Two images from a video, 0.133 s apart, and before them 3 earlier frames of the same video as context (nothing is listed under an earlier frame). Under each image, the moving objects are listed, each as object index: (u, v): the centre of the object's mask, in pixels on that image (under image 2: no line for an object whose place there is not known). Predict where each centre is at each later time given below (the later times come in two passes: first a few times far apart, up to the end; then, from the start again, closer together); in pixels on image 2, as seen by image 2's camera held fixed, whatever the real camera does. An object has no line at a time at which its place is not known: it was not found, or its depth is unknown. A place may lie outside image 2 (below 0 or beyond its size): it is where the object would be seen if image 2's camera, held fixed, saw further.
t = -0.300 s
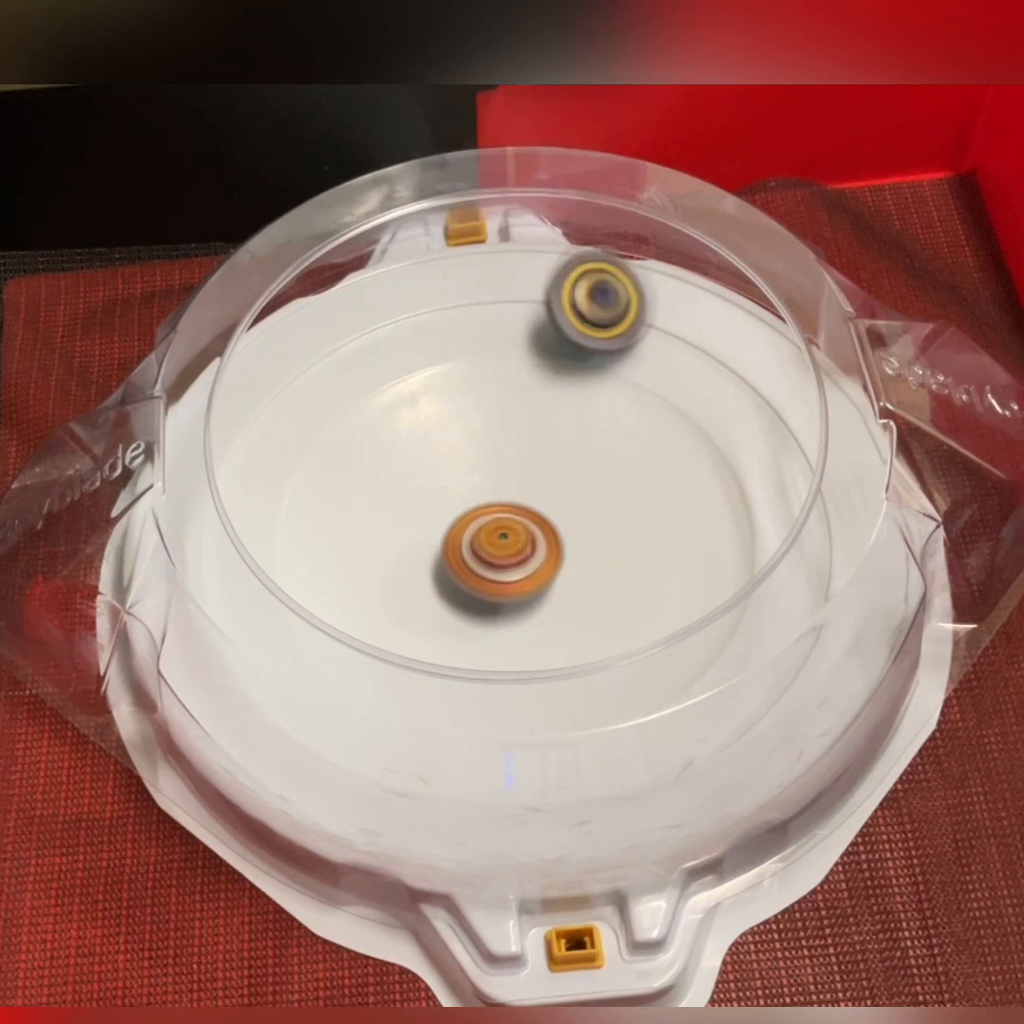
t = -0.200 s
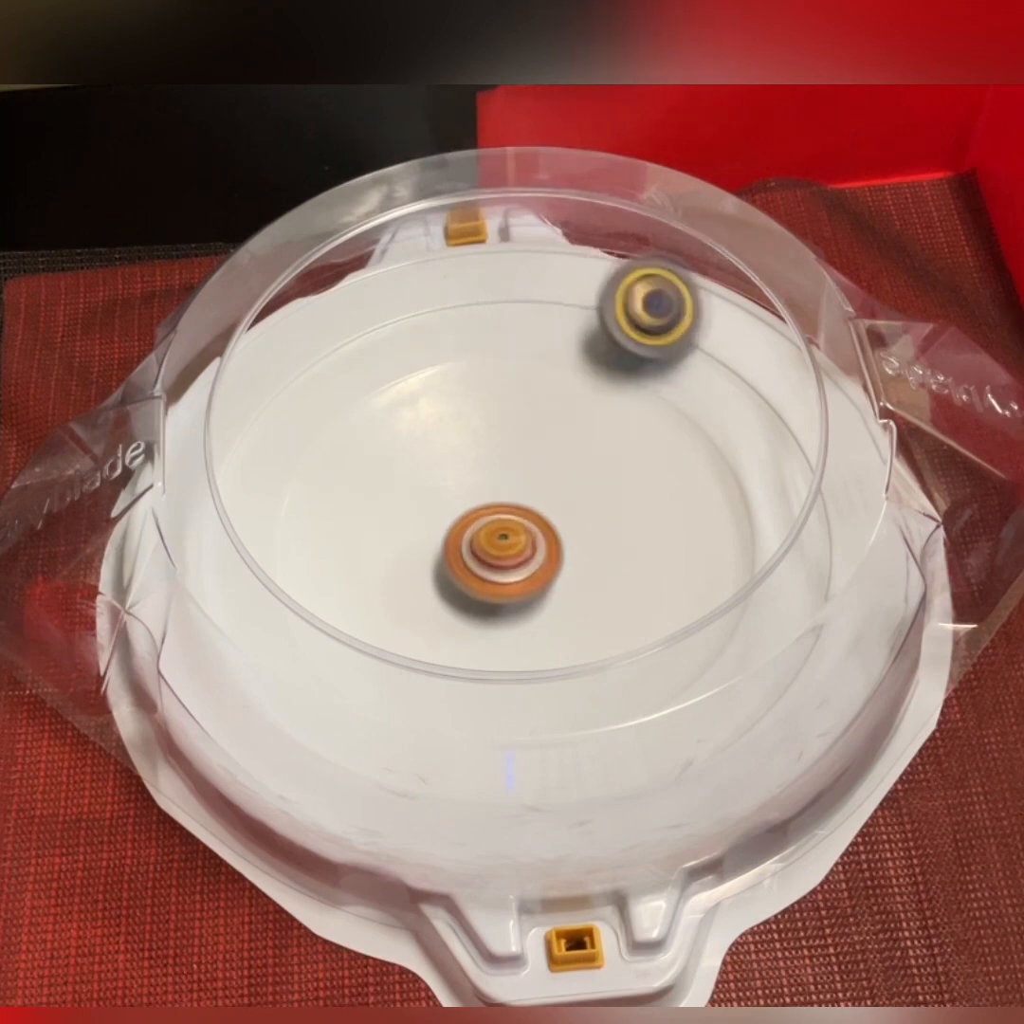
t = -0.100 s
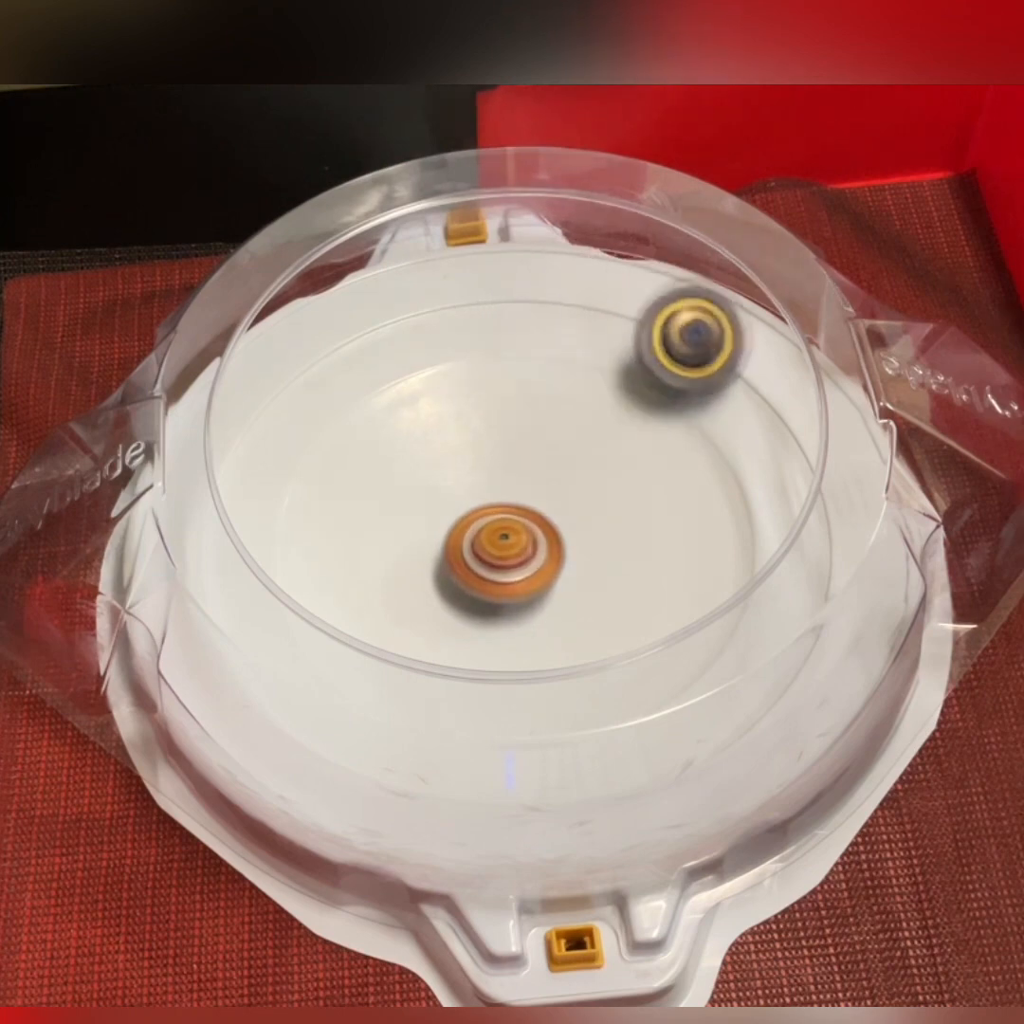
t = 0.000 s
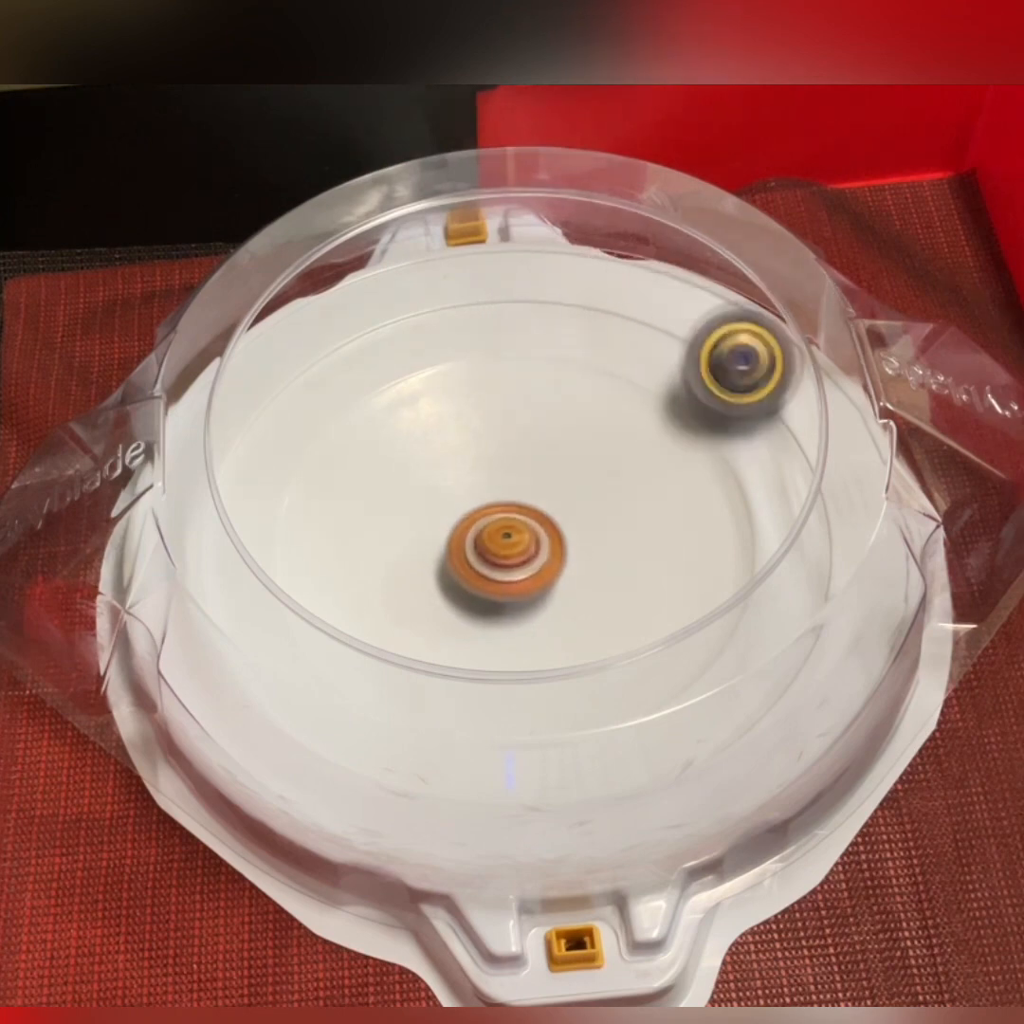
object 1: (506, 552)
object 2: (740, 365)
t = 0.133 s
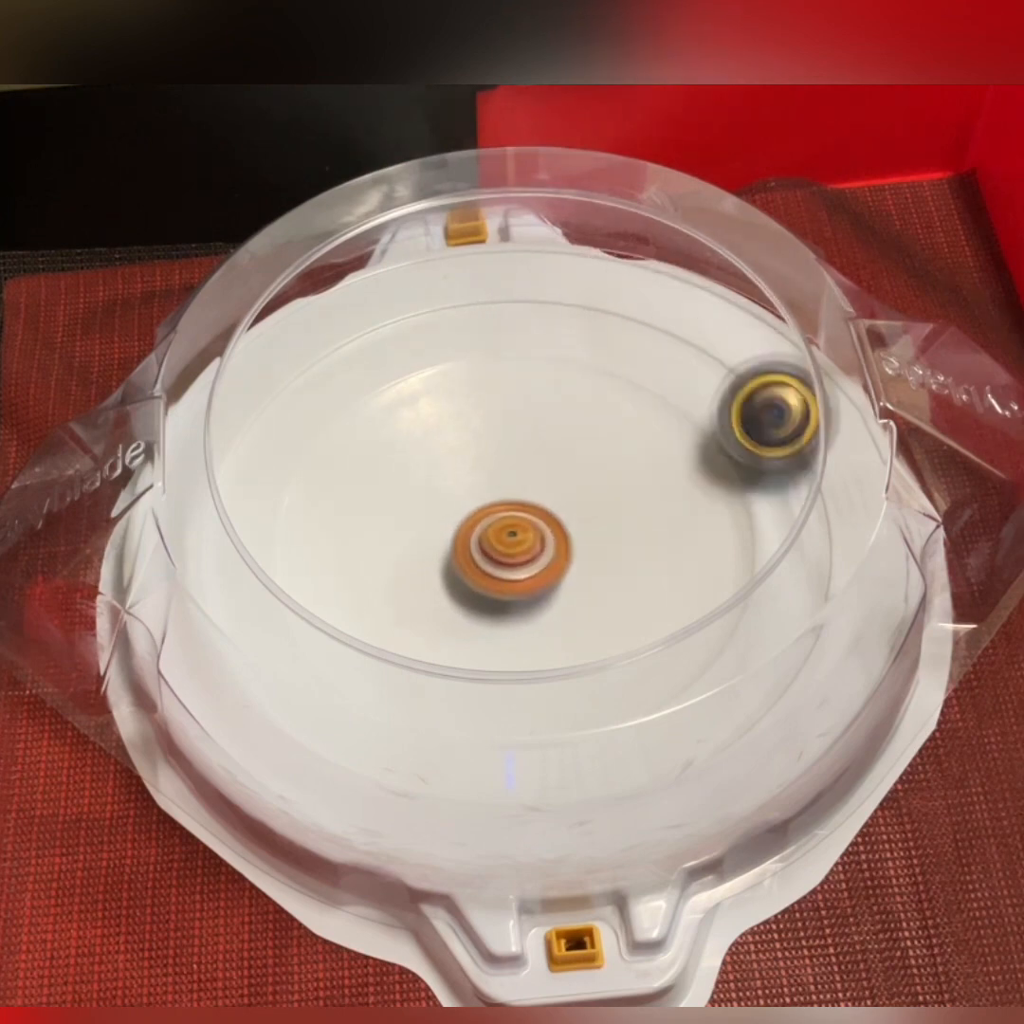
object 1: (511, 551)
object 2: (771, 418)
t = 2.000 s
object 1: (512, 533)
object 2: (318, 374)
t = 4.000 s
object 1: (488, 548)
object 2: (234, 527)
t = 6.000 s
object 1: (453, 572)
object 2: (512, 464)
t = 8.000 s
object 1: (631, 552)
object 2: (497, 606)
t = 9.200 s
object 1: (425, 515)
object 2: (522, 462)
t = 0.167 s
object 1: (513, 552)
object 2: (784, 430)
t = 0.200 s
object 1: (515, 550)
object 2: (789, 451)
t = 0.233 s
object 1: (516, 550)
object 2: (787, 465)
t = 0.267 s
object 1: (517, 550)
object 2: (789, 474)
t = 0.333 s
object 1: (518, 552)
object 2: (783, 509)
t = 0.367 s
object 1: (518, 553)
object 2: (786, 527)
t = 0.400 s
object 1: (518, 552)
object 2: (792, 545)
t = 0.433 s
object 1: (519, 551)
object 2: (800, 562)
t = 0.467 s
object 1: (519, 551)
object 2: (801, 579)
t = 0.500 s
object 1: (520, 550)
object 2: (789, 594)
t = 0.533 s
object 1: (522, 549)
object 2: (777, 608)
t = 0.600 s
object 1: (523, 547)
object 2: (760, 645)
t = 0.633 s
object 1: (523, 547)
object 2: (752, 666)
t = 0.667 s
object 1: (524, 546)
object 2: (742, 683)
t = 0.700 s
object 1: (524, 546)
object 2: (721, 696)
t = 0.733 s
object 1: (525, 546)
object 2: (699, 706)
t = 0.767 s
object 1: (525, 546)
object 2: (678, 717)
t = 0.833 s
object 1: (525, 547)
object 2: (638, 742)
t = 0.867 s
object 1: (525, 547)
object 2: (615, 750)
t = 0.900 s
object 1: (524, 546)
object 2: (588, 751)
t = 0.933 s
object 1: (524, 547)
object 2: (562, 754)
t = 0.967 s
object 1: (524, 546)
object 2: (538, 757)
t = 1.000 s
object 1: (524, 546)
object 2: (511, 762)
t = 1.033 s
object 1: (523, 546)
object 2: (487, 768)
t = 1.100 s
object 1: (522, 546)
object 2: (442, 756)
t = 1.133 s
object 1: (520, 543)
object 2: (420, 746)
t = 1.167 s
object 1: (520, 543)
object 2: (398, 742)
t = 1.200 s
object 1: (519, 542)
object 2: (375, 732)
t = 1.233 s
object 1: (520, 541)
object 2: (350, 728)
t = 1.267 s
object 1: (521, 541)
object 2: (329, 720)
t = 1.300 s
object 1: (521, 540)
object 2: (315, 705)
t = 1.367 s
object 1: (522, 537)
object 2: (294, 675)
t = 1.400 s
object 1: (522, 538)
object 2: (283, 658)
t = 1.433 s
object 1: (522, 538)
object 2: (271, 645)
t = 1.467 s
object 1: (522, 537)
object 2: (257, 629)
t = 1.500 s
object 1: (522, 537)
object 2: (243, 615)
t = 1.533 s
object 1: (521, 537)
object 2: (236, 601)
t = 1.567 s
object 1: (521, 538)
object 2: (239, 585)
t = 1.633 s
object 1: (519, 537)
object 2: (247, 550)
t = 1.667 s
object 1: (517, 538)
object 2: (255, 524)
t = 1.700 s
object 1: (516, 537)
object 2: (258, 509)
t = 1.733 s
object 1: (514, 536)
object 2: (258, 490)
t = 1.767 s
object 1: (513, 535)
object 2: (256, 474)
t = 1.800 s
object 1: (512, 535)
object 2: (255, 453)
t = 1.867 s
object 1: (512, 533)
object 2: (258, 420)
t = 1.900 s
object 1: (512, 532)
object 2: (269, 410)
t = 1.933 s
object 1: (511, 533)
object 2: (285, 400)
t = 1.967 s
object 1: (513, 533)
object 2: (302, 389)
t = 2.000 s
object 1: (512, 533)
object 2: (318, 374)
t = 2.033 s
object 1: (512, 533)
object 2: (333, 361)
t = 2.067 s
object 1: (512, 532)
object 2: (345, 350)
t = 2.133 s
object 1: (512, 533)
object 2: (371, 320)
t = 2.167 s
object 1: (512, 533)
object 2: (387, 313)
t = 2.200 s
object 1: (511, 533)
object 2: (409, 313)
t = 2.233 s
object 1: (511, 532)
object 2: (428, 309)
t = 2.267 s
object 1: (510, 532)
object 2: (445, 306)
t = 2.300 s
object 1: (509, 532)
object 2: (463, 301)
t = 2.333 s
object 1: (509, 531)
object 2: (481, 300)
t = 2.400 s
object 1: (509, 530)
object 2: (519, 289)
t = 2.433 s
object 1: (507, 532)
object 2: (537, 292)
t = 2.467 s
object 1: (507, 532)
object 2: (553, 304)
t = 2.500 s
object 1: (506, 531)
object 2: (572, 301)
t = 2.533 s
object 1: (505, 531)
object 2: (592, 310)
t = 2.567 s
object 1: (505, 531)
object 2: (609, 312)
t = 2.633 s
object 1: (503, 530)
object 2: (650, 322)
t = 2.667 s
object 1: (502, 532)
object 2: (661, 339)
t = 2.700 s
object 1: (501, 531)
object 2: (675, 350)
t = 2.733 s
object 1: (500, 533)
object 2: (689, 365)
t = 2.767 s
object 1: (500, 533)
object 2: (706, 377)
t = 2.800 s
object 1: (499, 533)
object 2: (727, 389)
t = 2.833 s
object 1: (497, 534)
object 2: (749, 403)
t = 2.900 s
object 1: (497, 534)
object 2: (766, 442)
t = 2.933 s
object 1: (496, 533)
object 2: (771, 461)
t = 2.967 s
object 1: (495, 532)
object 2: (778, 483)
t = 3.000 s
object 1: (495, 532)
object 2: (789, 502)
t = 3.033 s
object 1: (495, 532)
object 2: (795, 525)
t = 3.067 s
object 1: (494, 532)
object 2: (790, 549)
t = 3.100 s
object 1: (495, 531)
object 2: (783, 572)
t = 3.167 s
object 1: (497, 532)
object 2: (774, 620)
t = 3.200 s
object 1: (498, 532)
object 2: (763, 644)
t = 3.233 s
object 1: (499, 532)
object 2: (741, 663)
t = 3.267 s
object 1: (499, 533)
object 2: (717, 682)
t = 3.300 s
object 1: (499, 533)
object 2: (695, 700)
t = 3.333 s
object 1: (498, 534)
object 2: (673, 723)
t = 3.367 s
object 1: (496, 536)
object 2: (648, 735)
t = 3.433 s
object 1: (496, 539)
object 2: (585, 750)
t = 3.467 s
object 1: (496, 539)
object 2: (556, 756)
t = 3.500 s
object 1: (495, 541)
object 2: (526, 764)
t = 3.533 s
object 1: (495, 542)
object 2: (496, 755)
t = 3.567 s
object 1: (494, 542)
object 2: (466, 748)
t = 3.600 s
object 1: (494, 543)
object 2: (437, 740)
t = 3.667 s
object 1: (494, 544)
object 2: (379, 725)
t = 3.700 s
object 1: (494, 545)
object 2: (355, 712)
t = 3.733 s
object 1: (494, 546)
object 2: (335, 695)
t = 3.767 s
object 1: (493, 547)
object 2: (317, 677)
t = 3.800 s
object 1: (493, 548)
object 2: (293, 658)
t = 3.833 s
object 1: (492, 550)
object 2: (273, 642)
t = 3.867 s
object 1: (490, 551)
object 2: (262, 617)
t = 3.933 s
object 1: (490, 549)
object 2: (248, 574)
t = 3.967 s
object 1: (488, 549)
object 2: (243, 551)
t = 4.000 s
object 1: (488, 548)
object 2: (234, 527)
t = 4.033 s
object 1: (488, 549)
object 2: (233, 504)
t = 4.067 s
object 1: (489, 548)
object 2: (240, 484)
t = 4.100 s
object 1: (489, 549)
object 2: (250, 462)
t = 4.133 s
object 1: (489, 549)
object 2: (254, 439)
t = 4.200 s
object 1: (491, 548)
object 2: (267, 395)
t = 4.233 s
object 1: (493, 549)
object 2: (277, 377)
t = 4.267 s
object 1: (495, 549)
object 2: (288, 361)
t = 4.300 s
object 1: (496, 550)
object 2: (302, 347)
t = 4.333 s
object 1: (498, 551)
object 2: (317, 335)
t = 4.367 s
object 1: (500, 551)
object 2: (329, 325)
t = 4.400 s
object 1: (503, 550)
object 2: (341, 316)
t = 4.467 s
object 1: (503, 548)
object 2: (359, 303)
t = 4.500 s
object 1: (503, 547)
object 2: (366, 296)
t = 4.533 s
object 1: (503, 548)
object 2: (370, 293)
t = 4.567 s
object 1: (502, 548)
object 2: (373, 286)
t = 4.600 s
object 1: (502, 548)
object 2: (377, 288)
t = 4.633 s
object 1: (502, 548)
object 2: (380, 292)
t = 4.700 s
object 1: (502, 549)
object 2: (379, 299)
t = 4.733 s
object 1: (504, 548)
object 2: (374, 306)
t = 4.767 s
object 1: (504, 549)
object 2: (368, 310)
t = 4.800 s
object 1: (505, 548)
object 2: (361, 311)
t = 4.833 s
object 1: (505, 549)
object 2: (350, 313)
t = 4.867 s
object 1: (505, 548)
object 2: (345, 321)
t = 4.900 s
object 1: (505, 548)
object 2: (340, 333)
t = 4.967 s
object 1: (505, 549)
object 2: (338, 347)
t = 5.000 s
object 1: (506, 549)
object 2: (337, 357)
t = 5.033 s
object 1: (506, 548)
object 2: (336, 361)
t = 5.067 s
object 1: (506, 548)
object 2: (336, 362)
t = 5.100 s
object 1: (506, 549)
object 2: (338, 364)
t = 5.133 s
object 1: (507, 548)
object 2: (341, 364)
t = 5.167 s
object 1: (507, 548)
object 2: (347, 361)
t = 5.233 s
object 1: (508, 547)
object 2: (367, 351)
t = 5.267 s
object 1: (509, 547)
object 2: (383, 347)
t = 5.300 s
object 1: (509, 546)
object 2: (399, 342)
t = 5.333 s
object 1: (510, 546)
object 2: (417, 340)
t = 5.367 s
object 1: (511, 546)
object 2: (431, 344)
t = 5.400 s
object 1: (511, 545)
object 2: (445, 358)
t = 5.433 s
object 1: (512, 545)
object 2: (457, 372)
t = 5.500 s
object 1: (513, 545)
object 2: (483, 409)
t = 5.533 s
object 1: (513, 545)
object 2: (497, 430)
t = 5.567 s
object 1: (515, 554)
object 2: (513, 440)
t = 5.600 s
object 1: (523, 586)
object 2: (518, 417)
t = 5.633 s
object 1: (529, 611)
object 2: (522, 399)
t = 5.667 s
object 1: (532, 626)
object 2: (524, 384)
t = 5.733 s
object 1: (522, 644)
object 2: (522, 361)
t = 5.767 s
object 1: (510, 643)
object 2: (517, 357)
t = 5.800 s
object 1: (497, 638)
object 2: (515, 358)
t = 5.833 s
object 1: (485, 627)
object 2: (512, 365)
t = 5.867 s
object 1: (473, 621)
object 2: (509, 376)
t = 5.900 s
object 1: (465, 610)
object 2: (506, 391)
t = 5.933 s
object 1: (457, 599)
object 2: (505, 413)
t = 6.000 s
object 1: (453, 572)
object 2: (512, 464)
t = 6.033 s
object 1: (450, 568)
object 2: (525, 476)
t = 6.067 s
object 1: (430, 601)
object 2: (558, 436)
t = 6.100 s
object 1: (413, 630)
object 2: (590, 401)
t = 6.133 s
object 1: (403, 649)
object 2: (614, 370)
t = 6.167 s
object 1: (396, 662)
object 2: (633, 350)
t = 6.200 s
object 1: (388, 669)
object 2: (651, 337)
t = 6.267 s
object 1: (381, 664)
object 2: (687, 321)
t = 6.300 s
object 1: (383, 654)
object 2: (699, 319)
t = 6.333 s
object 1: (381, 646)
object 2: (710, 320)
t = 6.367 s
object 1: (380, 636)
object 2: (724, 322)
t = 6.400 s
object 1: (382, 624)
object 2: (738, 325)
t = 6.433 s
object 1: (387, 608)
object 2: (762, 325)
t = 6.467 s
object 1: (391, 596)
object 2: (766, 332)
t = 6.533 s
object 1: (404, 572)
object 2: (757, 362)
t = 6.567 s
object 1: (415, 562)
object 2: (757, 378)
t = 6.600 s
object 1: (428, 552)
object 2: (752, 393)
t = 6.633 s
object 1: (444, 543)
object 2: (746, 406)
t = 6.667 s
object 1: (459, 538)
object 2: (740, 420)
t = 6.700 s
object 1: (474, 534)
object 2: (728, 438)
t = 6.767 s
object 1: (499, 533)
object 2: (682, 477)
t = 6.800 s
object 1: (509, 536)
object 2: (653, 493)
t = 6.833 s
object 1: (514, 540)
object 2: (625, 508)
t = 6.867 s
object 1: (500, 546)
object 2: (620, 509)
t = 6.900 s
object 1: (485, 554)
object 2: (614, 512)
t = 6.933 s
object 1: (478, 560)
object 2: (601, 519)
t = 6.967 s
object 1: (468, 567)
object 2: (588, 523)
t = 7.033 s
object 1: (454, 576)
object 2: (572, 518)
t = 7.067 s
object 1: (454, 575)
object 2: (565, 516)
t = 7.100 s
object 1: (453, 571)
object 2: (562, 512)
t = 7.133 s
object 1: (450, 568)
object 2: (561, 506)
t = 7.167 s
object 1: (452, 566)
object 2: (558, 500)
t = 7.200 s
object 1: (454, 560)
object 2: (556, 497)
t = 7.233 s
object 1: (454, 558)
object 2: (557, 489)
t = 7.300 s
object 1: (459, 553)
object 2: (561, 465)
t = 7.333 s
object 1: (464, 550)
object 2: (556, 455)
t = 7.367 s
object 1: (471, 546)
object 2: (547, 447)
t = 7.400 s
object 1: (476, 542)
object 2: (532, 444)
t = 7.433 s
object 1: (480, 545)
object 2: (519, 442)
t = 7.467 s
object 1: (487, 550)
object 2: (505, 435)
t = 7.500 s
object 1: (490, 552)
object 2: (495, 440)
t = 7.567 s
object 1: (504, 561)
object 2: (468, 447)
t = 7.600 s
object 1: (514, 568)
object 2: (454, 444)
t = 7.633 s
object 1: (519, 573)
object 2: (446, 454)
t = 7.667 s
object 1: (522, 574)
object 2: (439, 467)
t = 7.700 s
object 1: (525, 573)
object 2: (440, 487)
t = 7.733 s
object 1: (536, 573)
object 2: (437, 506)
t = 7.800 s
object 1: (582, 571)
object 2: (416, 538)
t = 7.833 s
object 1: (594, 571)
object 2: (422, 553)
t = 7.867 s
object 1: (601, 570)
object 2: (435, 568)
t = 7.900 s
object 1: (603, 569)
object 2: (455, 582)
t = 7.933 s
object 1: (602, 569)
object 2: (479, 593)
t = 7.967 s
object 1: (609, 564)
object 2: (500, 599)
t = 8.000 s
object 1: (631, 552)
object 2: (497, 606)
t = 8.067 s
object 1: (654, 534)
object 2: (497, 614)
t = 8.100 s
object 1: (657, 531)
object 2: (507, 615)
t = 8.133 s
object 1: (659, 529)
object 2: (519, 605)
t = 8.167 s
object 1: (660, 527)
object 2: (529, 591)
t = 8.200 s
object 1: (659, 526)
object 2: (534, 579)
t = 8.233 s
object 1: (656, 526)
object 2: (534, 558)
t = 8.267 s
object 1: (652, 525)
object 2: (529, 545)
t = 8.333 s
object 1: (642, 524)
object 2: (505, 506)
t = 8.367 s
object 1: (635, 523)
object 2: (486, 493)
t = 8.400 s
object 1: (627, 522)
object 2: (467, 484)
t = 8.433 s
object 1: (618, 521)
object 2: (449, 478)
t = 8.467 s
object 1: (610, 520)
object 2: (427, 476)
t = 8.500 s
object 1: (601, 519)
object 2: (411, 479)
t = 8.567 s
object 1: (583, 514)
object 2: (390, 495)
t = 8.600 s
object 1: (572, 513)
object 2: (391, 509)
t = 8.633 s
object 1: (563, 513)
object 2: (399, 521)
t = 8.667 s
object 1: (553, 512)
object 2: (413, 534)
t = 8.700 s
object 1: (544, 512)
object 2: (433, 544)
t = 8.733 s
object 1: (540, 506)
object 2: (459, 553)
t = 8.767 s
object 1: (531, 495)
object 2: (481, 562)
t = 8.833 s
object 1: (500, 486)
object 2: (525, 581)
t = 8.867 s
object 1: (491, 486)
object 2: (547, 580)
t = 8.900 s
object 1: (482, 488)
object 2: (566, 570)
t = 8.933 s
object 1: (473, 490)
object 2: (586, 560)
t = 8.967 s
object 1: (466, 492)
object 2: (599, 545)
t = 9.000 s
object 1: (459, 495)
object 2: (607, 525)
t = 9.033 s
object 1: (454, 497)
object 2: (607, 507)
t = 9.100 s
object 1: (444, 503)
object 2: (584, 477)
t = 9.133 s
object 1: (439, 507)
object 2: (564, 466)
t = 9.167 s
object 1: (433, 511)
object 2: (541, 463)
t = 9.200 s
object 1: (425, 515)
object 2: (522, 462)
